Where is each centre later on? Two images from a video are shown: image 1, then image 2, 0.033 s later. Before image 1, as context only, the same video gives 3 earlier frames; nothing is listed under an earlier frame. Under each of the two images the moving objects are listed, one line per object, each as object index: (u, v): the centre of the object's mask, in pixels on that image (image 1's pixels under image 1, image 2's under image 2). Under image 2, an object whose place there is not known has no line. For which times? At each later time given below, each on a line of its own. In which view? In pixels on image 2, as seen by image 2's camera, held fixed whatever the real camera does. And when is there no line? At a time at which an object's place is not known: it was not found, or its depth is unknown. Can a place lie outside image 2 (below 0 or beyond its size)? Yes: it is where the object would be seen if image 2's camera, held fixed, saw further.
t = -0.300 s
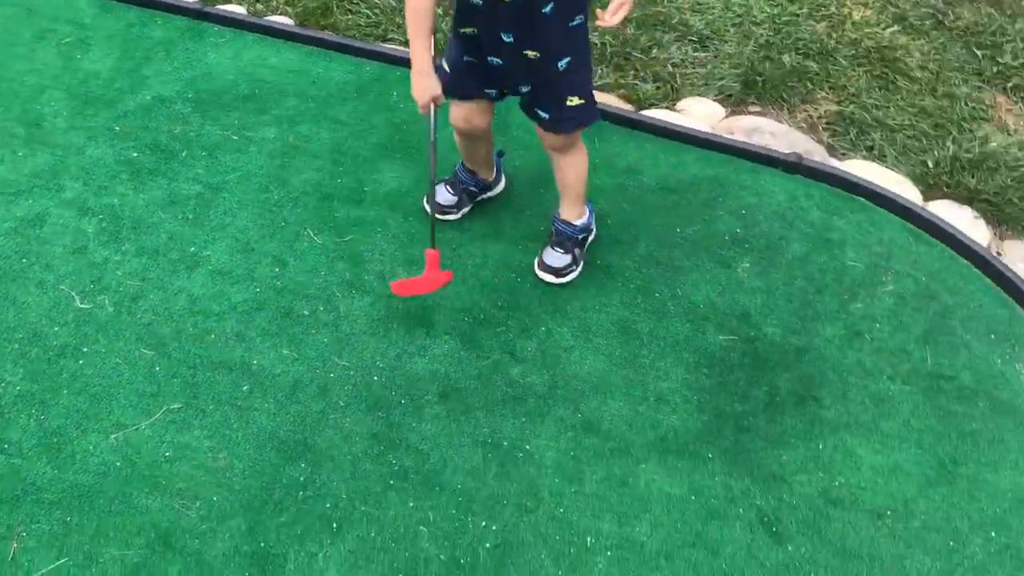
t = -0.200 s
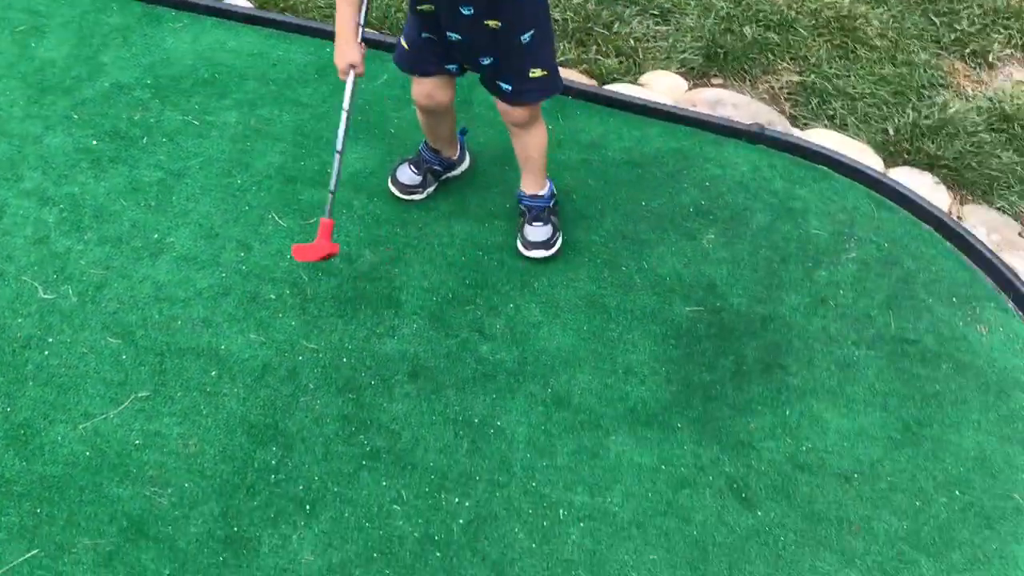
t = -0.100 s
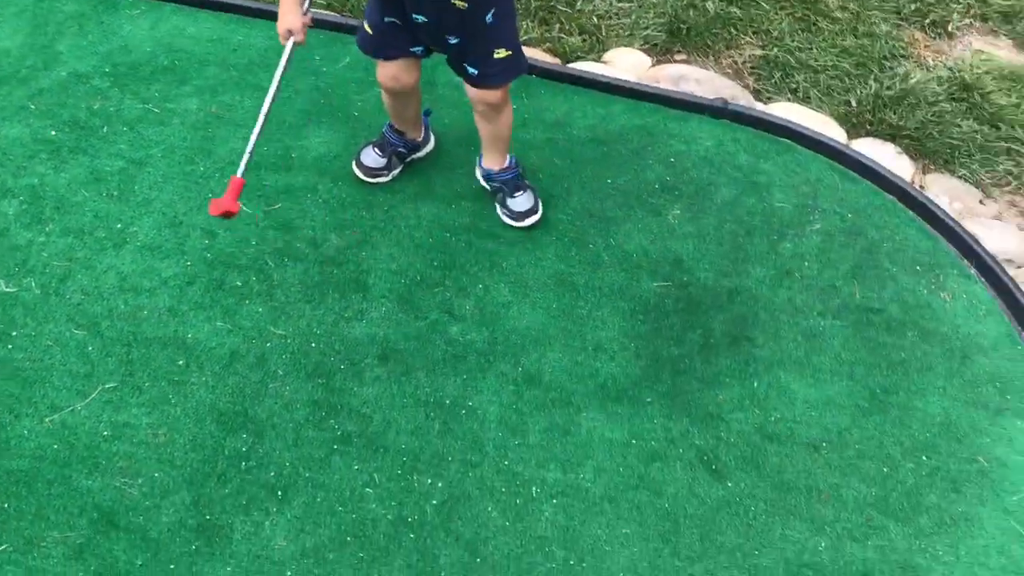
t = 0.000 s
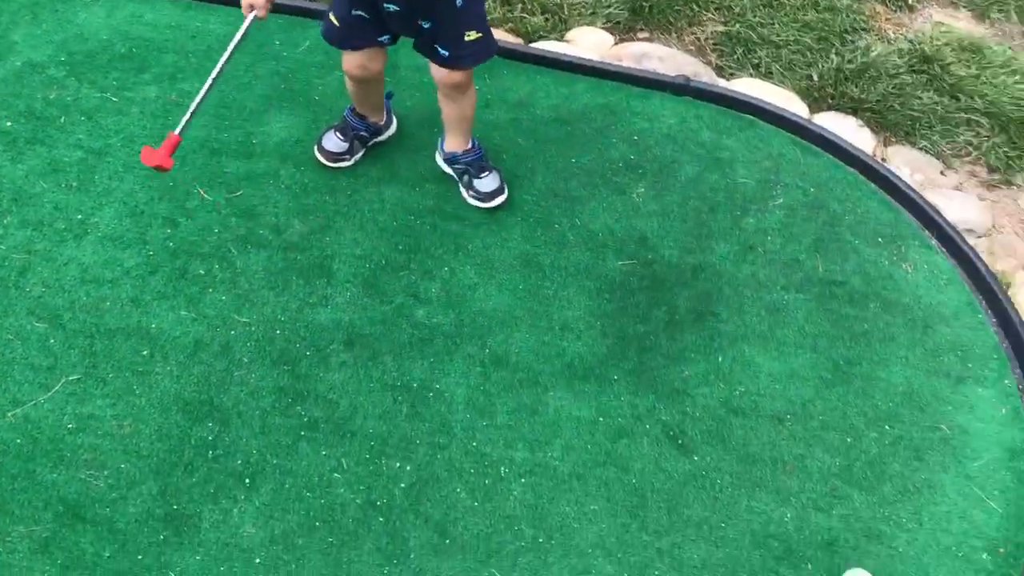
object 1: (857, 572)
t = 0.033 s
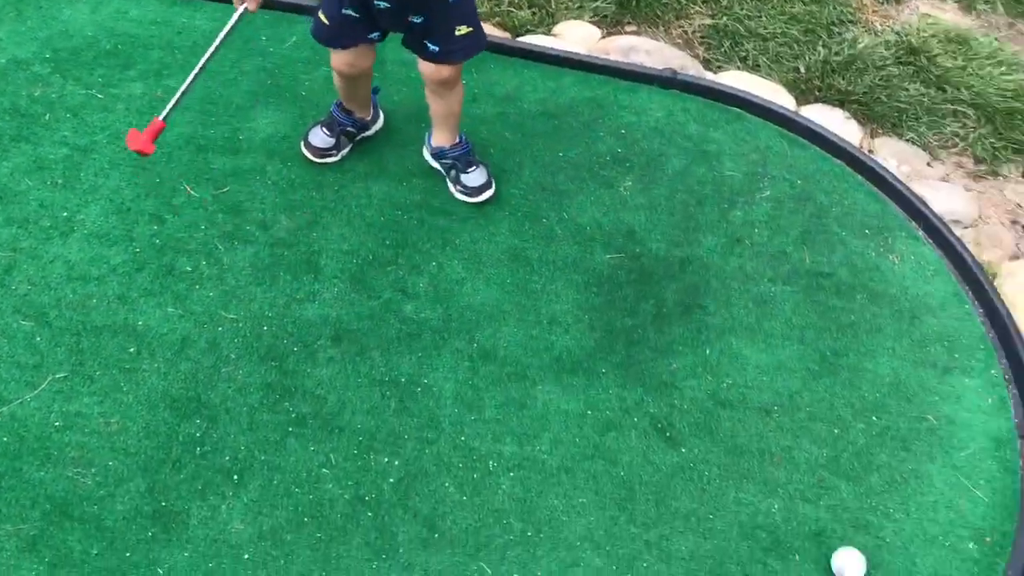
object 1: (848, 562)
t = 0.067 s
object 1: (851, 553)
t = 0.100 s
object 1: (854, 542)
